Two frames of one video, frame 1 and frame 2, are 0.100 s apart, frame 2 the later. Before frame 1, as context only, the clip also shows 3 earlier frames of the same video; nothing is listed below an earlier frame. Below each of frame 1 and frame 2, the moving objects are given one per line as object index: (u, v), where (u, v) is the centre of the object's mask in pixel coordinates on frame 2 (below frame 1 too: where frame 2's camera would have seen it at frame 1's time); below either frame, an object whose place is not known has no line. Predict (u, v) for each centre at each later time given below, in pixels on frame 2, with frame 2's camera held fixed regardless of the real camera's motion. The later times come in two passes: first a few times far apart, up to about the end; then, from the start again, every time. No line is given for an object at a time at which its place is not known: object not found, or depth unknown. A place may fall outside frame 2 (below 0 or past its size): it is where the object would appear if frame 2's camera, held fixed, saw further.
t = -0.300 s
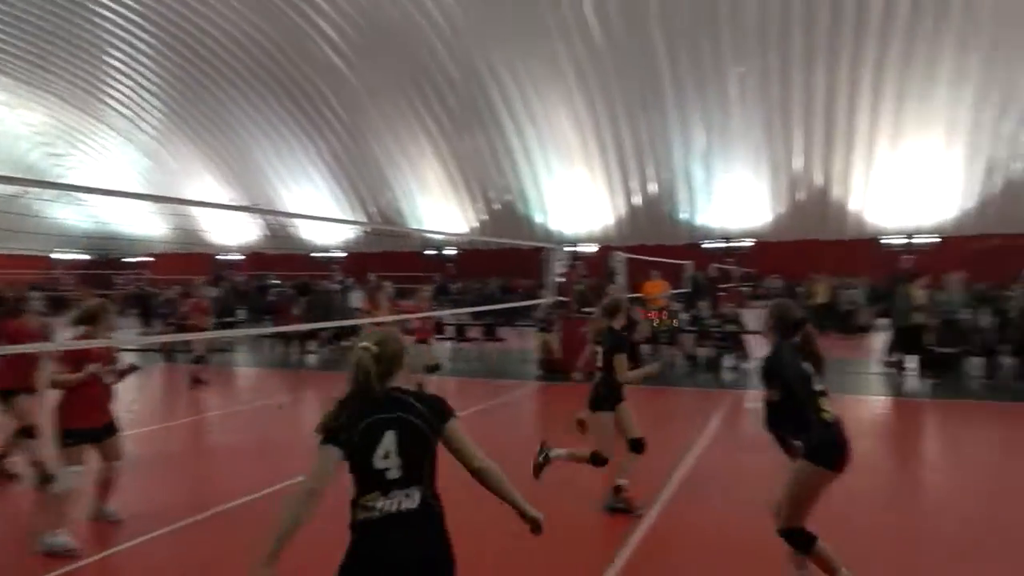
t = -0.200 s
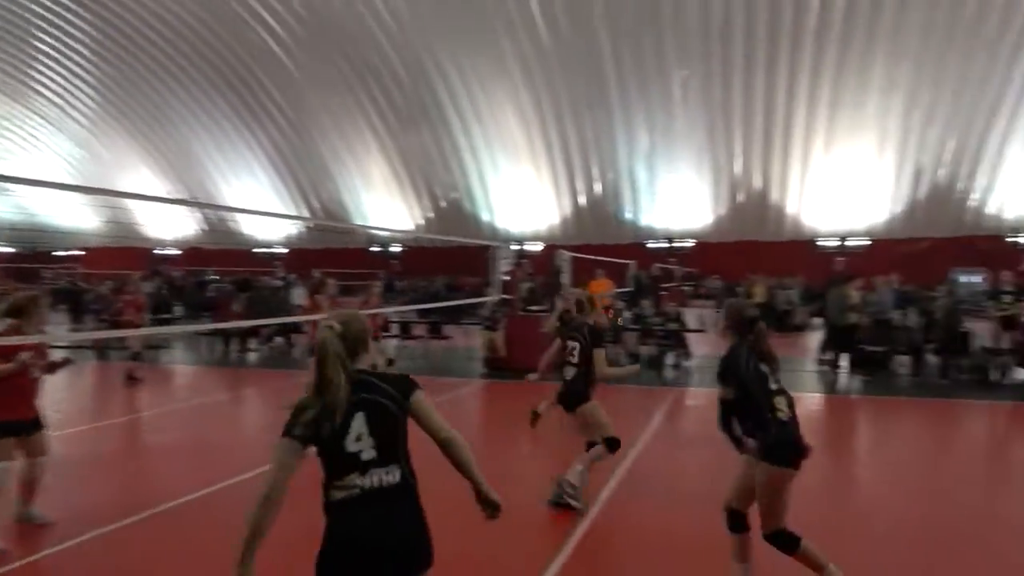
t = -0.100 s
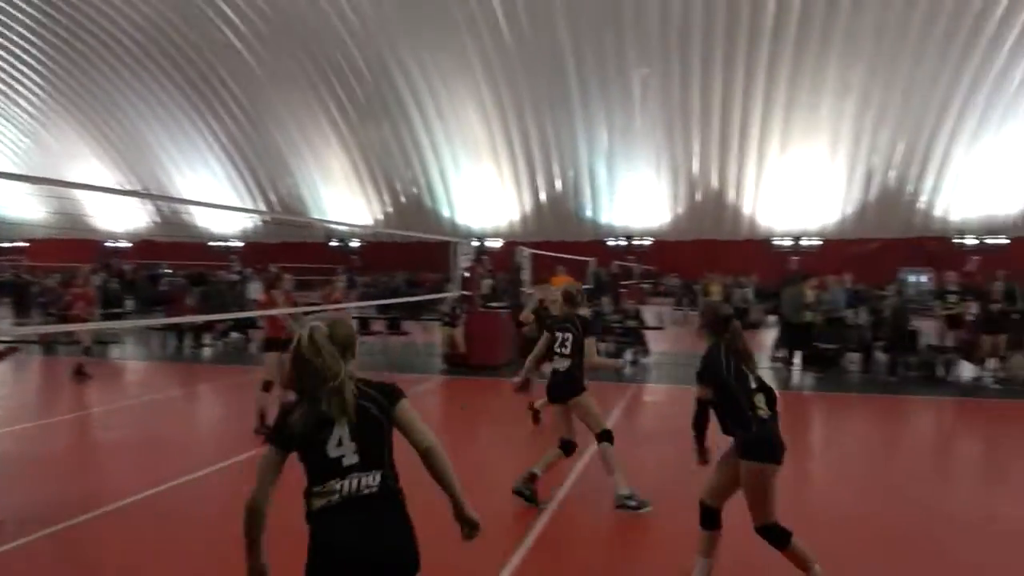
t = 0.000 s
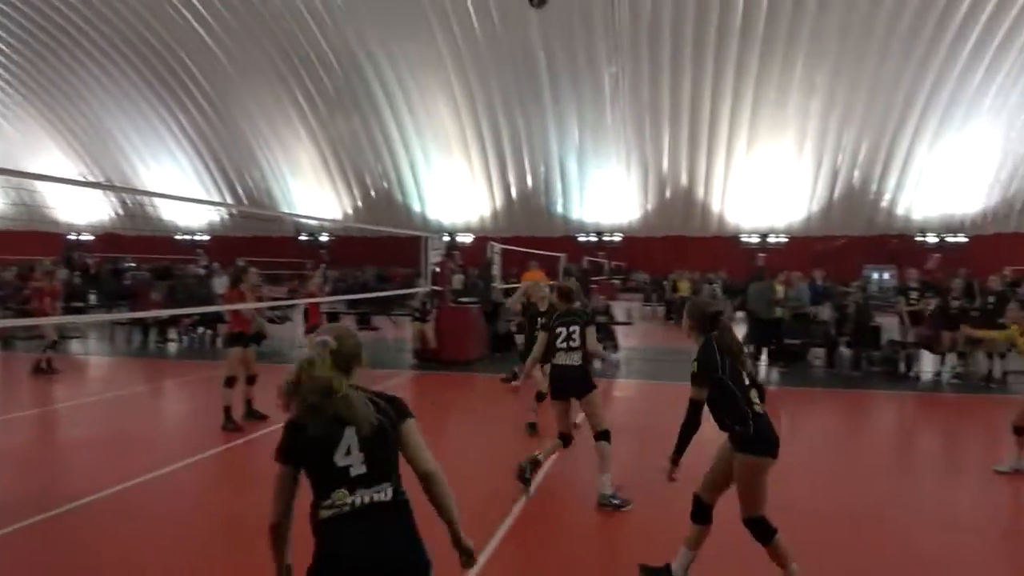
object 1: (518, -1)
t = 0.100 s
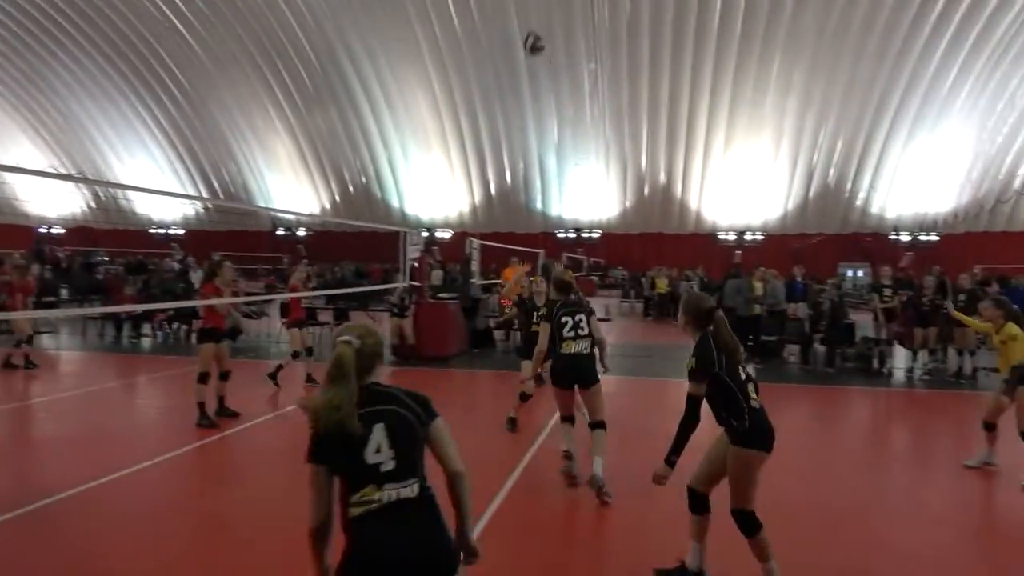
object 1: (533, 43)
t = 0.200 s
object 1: (551, 99)
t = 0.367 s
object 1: (573, 208)
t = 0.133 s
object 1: (540, 62)
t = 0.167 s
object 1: (545, 81)
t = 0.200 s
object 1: (551, 99)
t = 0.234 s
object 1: (555, 120)
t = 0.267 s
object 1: (560, 140)
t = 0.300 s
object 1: (564, 162)
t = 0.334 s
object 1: (568, 185)
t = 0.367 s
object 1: (573, 208)
